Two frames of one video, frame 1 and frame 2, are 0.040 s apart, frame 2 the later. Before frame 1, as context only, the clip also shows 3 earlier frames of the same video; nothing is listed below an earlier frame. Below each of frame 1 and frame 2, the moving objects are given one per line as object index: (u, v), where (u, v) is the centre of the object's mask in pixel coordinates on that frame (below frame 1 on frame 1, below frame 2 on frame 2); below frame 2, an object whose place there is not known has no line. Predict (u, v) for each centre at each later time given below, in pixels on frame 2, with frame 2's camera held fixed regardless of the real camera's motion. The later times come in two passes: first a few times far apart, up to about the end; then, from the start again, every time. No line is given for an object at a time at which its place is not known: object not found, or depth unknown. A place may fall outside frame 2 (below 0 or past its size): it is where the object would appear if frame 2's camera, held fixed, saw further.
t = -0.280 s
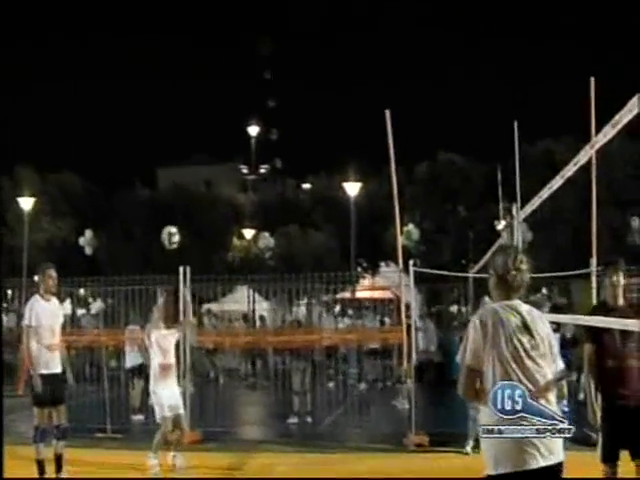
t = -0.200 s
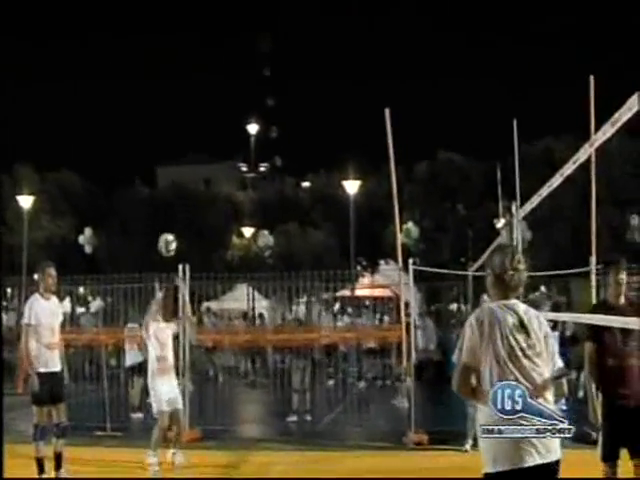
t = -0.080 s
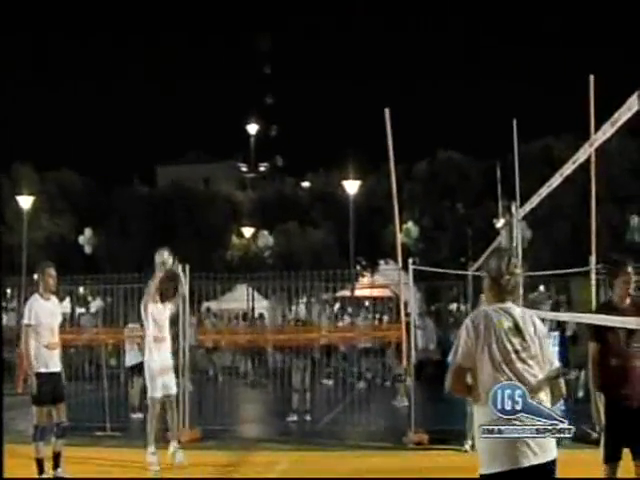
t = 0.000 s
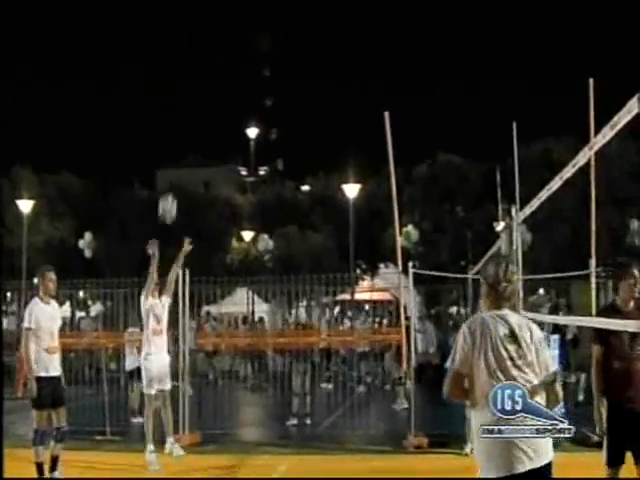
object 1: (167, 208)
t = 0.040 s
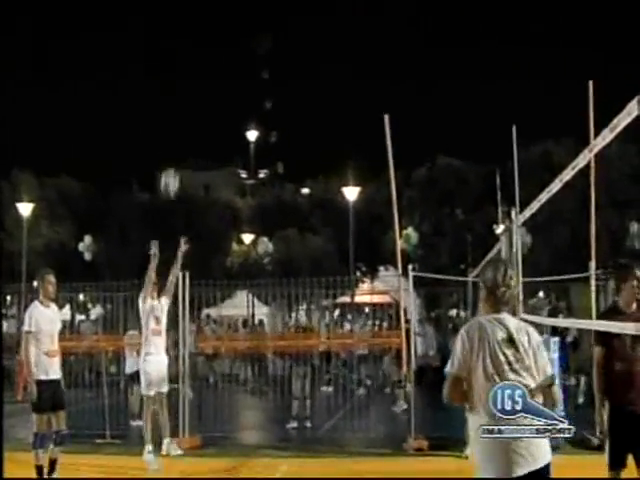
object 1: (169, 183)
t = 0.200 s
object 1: (180, 84)
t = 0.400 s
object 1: (194, -8)
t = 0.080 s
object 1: (172, 156)
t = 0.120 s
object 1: (174, 131)
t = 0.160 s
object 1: (177, 107)
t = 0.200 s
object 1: (180, 84)
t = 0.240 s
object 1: (183, 62)
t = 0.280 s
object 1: (186, 43)
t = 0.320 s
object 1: (188, 24)
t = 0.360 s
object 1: (191, 8)
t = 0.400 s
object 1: (194, -8)
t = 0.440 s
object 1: (197, -21)
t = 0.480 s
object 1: (200, -34)
